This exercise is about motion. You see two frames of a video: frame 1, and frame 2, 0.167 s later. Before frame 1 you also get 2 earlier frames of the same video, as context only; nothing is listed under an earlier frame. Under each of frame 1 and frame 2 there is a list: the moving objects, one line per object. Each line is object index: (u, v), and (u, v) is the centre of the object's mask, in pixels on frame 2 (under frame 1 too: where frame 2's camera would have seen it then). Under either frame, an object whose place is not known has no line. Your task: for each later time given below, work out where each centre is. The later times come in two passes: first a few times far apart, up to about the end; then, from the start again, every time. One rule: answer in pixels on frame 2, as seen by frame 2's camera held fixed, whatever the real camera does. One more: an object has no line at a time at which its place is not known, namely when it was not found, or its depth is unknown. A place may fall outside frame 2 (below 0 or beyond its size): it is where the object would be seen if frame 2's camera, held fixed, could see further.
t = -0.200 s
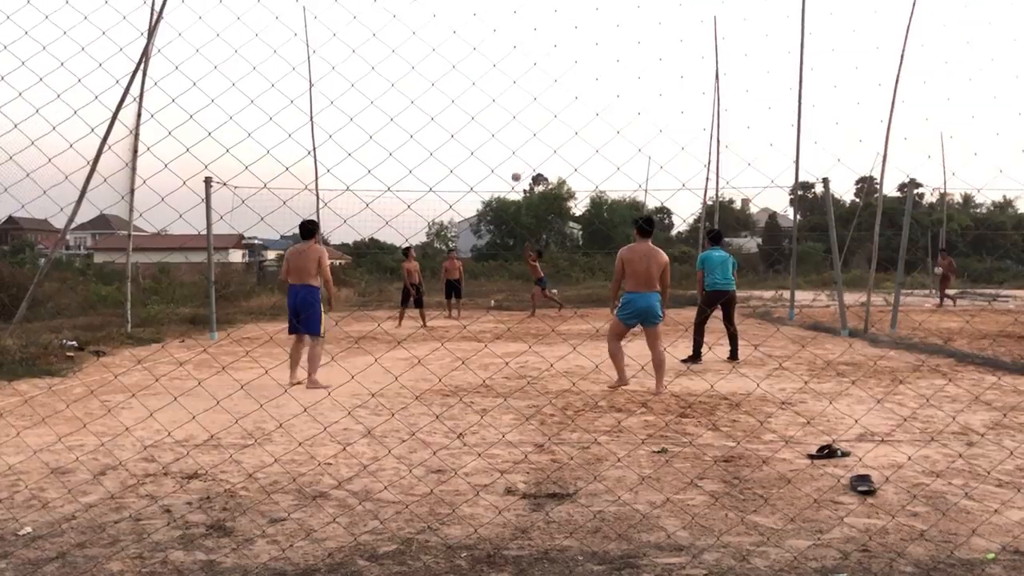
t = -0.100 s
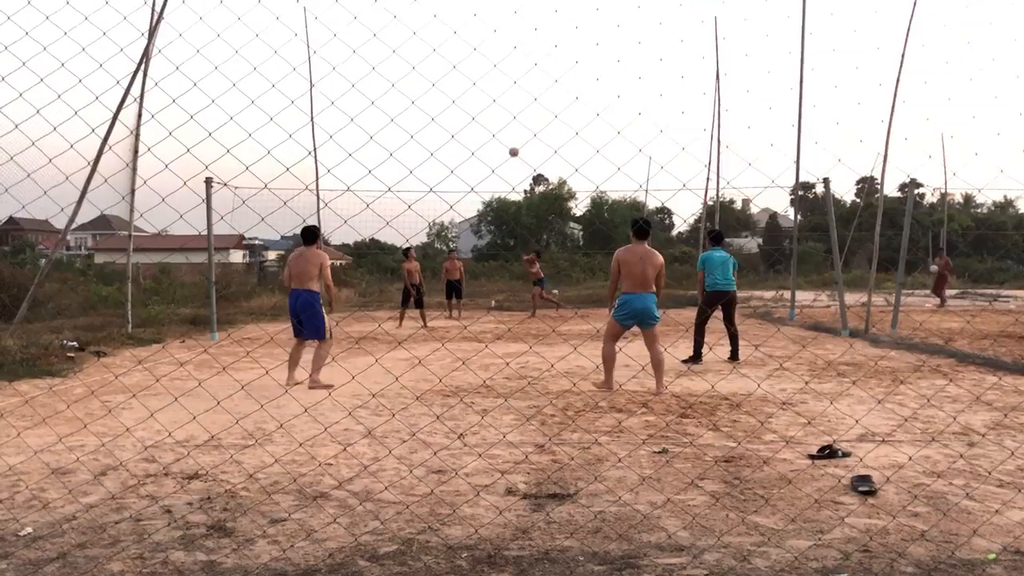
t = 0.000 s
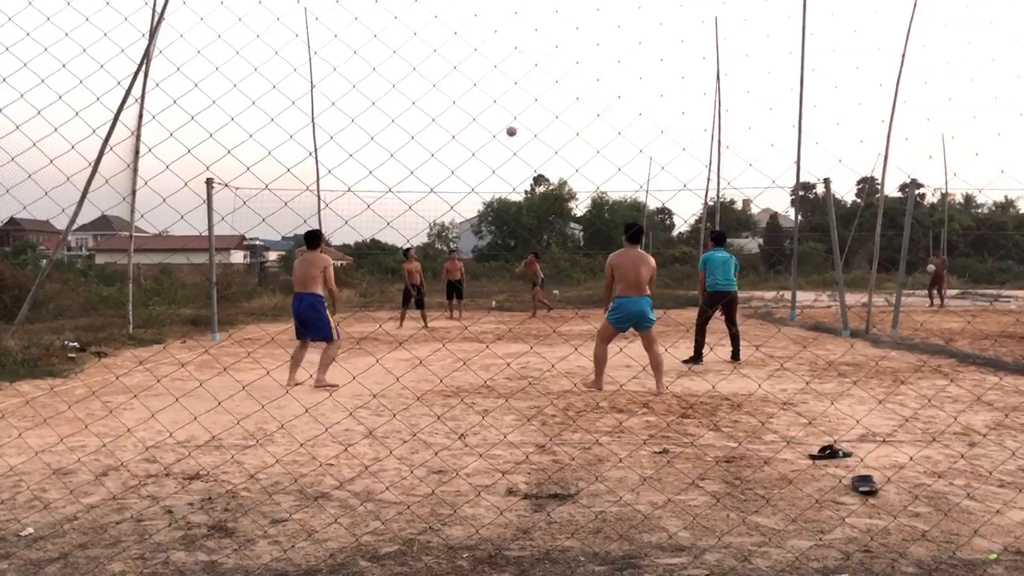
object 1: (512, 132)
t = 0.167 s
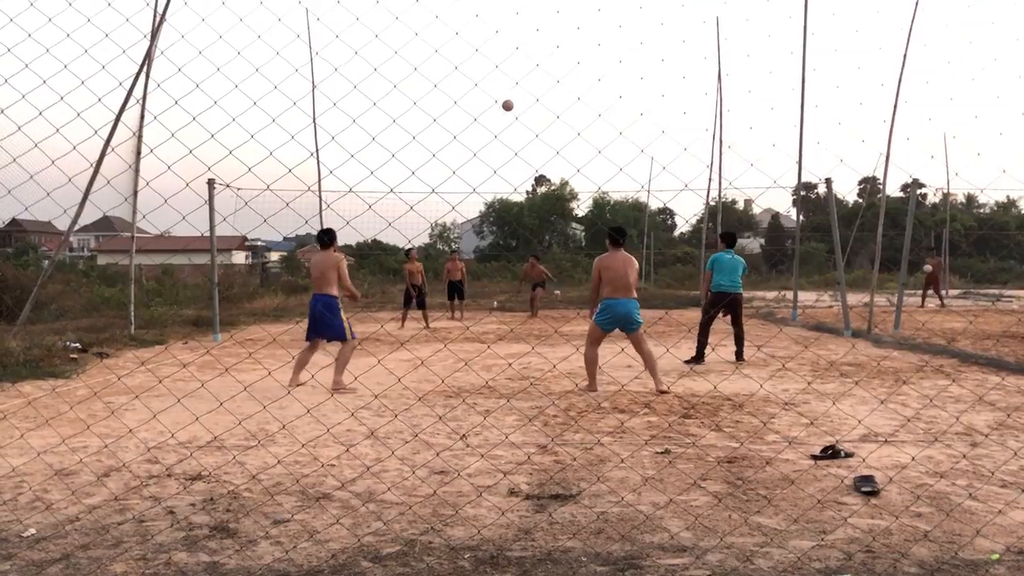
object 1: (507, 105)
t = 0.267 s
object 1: (504, 96)
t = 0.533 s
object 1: (493, 103)
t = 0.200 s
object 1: (506, 102)
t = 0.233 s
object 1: (505, 99)
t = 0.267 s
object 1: (504, 96)
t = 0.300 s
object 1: (503, 94)
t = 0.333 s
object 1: (502, 93)
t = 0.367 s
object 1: (500, 93)
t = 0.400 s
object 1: (499, 93)
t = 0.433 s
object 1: (498, 94)
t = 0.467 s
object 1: (496, 96)
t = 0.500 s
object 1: (495, 99)
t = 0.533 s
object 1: (493, 103)
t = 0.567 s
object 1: (492, 107)
